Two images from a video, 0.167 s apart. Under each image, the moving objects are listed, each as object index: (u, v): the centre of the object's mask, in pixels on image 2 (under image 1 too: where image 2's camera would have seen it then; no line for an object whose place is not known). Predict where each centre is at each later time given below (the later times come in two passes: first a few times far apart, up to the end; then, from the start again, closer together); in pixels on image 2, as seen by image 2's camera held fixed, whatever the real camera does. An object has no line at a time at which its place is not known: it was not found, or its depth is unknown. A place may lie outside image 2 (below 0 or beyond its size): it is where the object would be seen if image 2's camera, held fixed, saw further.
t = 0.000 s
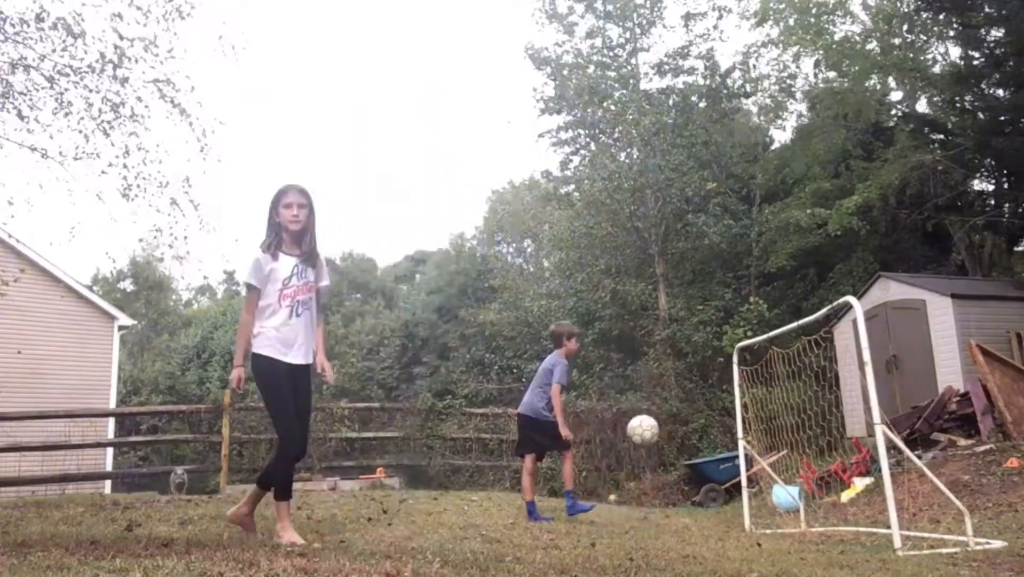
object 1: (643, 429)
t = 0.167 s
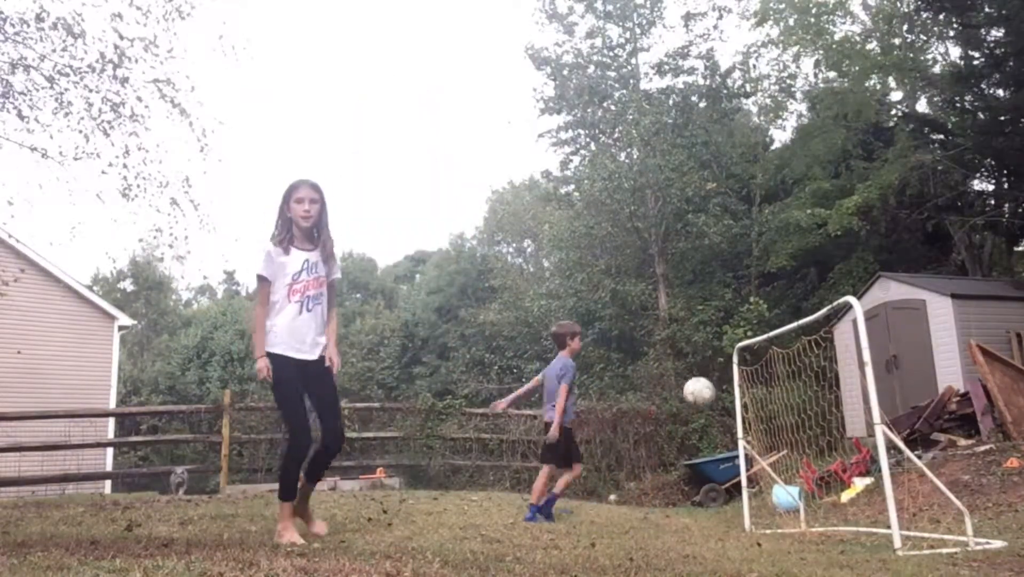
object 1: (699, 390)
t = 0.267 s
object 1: (732, 389)
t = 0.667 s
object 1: (864, 504)
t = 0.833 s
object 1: (876, 506)
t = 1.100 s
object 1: (887, 522)
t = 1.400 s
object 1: (887, 522)
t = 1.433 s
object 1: (886, 523)
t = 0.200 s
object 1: (710, 389)
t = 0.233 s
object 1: (721, 388)
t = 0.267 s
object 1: (732, 389)
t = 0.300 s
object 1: (743, 390)
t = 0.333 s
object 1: (755, 395)
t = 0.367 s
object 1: (766, 398)
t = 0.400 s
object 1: (777, 406)
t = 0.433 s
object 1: (789, 415)
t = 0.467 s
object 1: (800, 426)
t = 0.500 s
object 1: (811, 438)
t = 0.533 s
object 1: (823, 449)
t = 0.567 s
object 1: (834, 461)
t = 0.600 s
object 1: (845, 477)
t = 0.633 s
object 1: (856, 490)
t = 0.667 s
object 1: (864, 504)
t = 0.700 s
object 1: (876, 525)
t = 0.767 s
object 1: (877, 517)
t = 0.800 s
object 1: (877, 511)
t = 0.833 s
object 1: (876, 506)
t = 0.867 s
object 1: (876, 503)
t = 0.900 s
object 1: (877, 501)
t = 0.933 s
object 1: (877, 501)
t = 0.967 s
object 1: (878, 502)
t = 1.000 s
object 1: (879, 505)
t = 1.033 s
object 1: (880, 509)
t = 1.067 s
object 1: (885, 515)
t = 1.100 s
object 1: (887, 522)
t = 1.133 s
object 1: (887, 524)
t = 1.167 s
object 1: (887, 521)
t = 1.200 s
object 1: (887, 519)
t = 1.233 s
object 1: (887, 519)
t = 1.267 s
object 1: (887, 520)
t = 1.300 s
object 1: (888, 522)
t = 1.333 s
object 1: (889, 525)
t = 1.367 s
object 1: (888, 523)
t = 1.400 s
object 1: (887, 522)
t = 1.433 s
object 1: (886, 523)
